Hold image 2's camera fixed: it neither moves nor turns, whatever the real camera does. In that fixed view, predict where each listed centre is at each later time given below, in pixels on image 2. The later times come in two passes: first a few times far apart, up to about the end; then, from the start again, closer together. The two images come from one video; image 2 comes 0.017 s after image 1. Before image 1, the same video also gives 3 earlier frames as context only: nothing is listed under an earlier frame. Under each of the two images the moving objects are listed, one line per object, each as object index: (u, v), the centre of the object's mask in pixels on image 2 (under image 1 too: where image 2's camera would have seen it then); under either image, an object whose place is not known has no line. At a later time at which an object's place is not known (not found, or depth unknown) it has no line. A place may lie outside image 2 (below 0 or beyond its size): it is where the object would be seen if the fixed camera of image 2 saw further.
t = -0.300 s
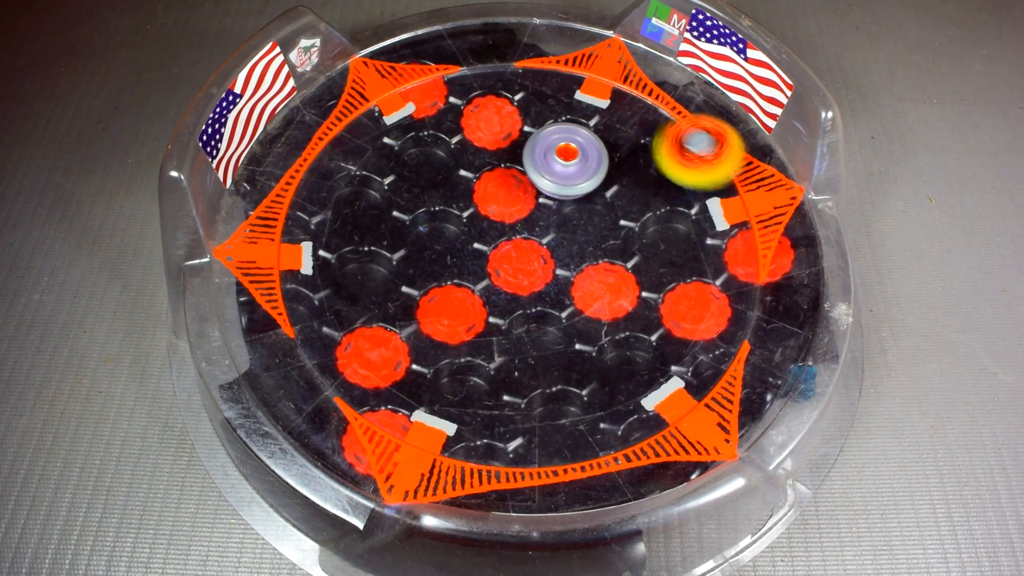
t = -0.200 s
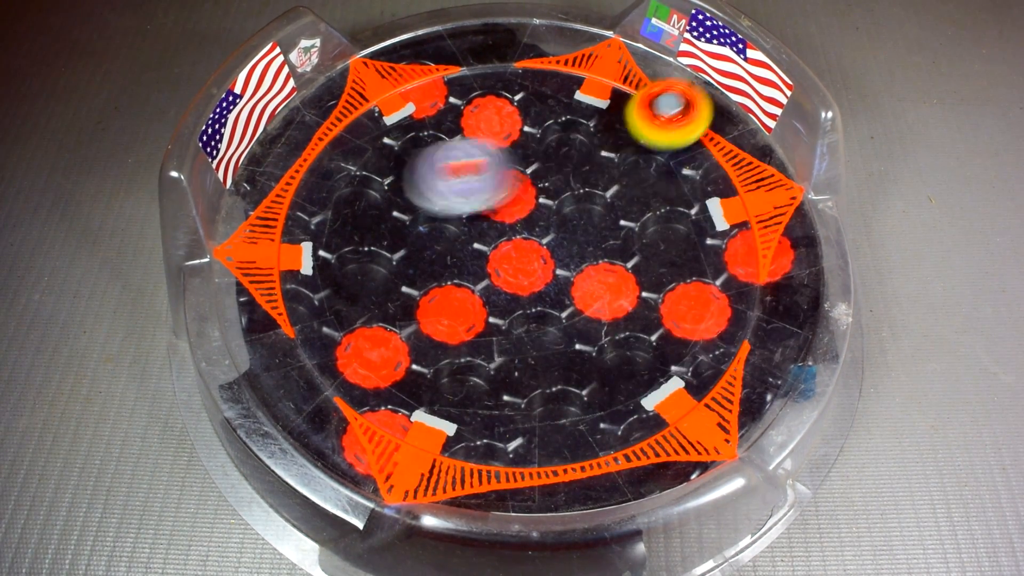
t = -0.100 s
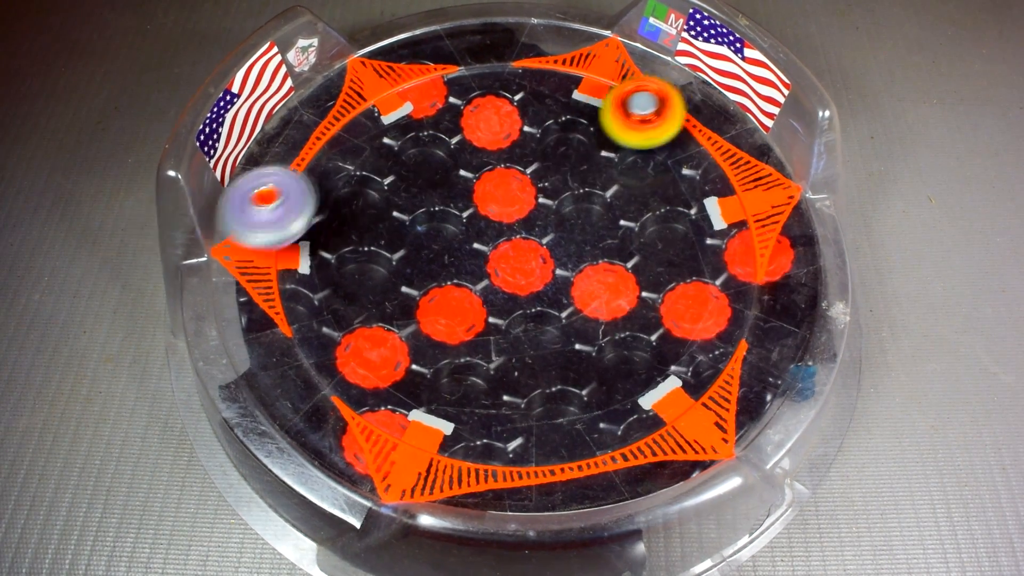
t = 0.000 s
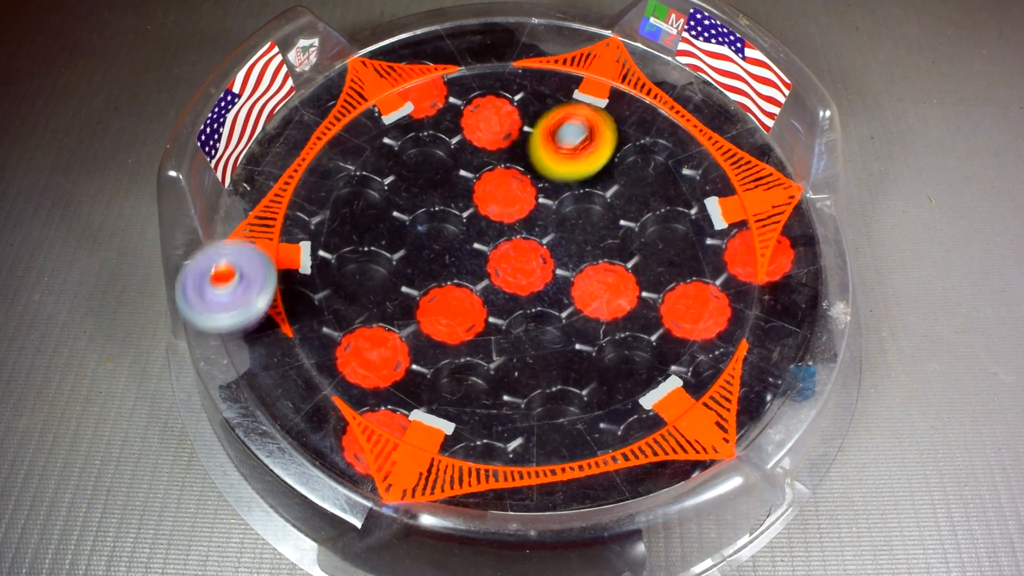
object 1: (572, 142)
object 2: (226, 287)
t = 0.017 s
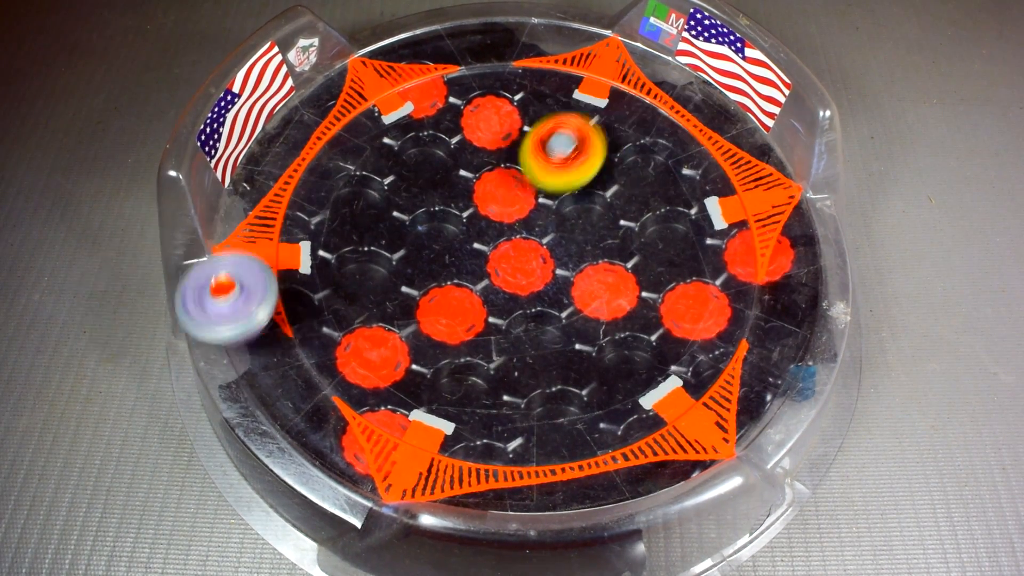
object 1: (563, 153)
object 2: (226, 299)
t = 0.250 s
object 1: (634, 315)
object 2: (326, 379)
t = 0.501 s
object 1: (719, 232)
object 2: (516, 365)
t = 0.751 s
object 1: (527, 267)
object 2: (600, 338)
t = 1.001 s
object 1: (401, 405)
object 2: (807, 262)
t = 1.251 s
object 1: (447, 388)
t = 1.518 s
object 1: (377, 360)
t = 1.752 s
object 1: (452, 300)
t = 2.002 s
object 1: (406, 158)
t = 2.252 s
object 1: (361, 179)
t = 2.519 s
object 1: (562, 183)
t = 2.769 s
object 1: (569, 68)
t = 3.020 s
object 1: (530, 185)
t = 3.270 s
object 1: (690, 256)
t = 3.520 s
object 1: (716, 232)
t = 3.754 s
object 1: (618, 316)
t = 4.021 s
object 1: (659, 385)
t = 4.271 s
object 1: (568, 310)
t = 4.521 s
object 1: (431, 273)
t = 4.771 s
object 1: (407, 316)
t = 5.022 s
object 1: (548, 242)
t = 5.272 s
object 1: (504, 121)
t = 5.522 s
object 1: (435, 205)
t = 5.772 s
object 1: (593, 266)
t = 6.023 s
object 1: (690, 174)
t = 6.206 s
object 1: (608, 166)
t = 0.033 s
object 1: (555, 165)
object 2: (229, 309)
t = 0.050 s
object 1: (550, 179)
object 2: (233, 318)
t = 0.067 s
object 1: (547, 193)
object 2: (237, 326)
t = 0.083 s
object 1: (547, 207)
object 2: (243, 333)
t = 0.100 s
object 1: (549, 221)
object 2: (248, 340)
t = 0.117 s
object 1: (555, 235)
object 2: (256, 345)
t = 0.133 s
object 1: (562, 247)
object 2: (263, 350)
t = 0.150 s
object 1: (571, 259)
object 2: (271, 355)
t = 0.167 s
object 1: (581, 269)
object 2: (279, 360)
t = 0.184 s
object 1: (591, 280)
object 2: (288, 365)
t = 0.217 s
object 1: (609, 299)
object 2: (306, 372)
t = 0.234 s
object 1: (620, 307)
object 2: (316, 376)
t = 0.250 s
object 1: (634, 315)
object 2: (326, 379)
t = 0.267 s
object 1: (649, 319)
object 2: (339, 382)
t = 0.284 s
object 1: (664, 322)
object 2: (353, 386)
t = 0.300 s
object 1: (680, 323)
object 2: (368, 389)
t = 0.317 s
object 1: (694, 323)
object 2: (382, 391)
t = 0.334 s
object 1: (708, 320)
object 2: (398, 391)
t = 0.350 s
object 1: (722, 317)
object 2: (412, 390)
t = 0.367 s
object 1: (737, 312)
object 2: (426, 390)
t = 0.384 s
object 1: (745, 303)
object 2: (439, 388)
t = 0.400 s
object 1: (743, 287)
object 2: (452, 386)
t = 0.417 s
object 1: (741, 275)
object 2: (464, 383)
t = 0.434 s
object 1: (740, 265)
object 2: (476, 380)
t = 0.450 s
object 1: (739, 256)
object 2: (486, 377)
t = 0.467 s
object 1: (735, 247)
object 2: (497, 373)
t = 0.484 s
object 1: (728, 238)
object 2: (507, 370)
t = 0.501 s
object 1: (719, 232)
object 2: (516, 365)
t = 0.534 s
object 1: (694, 220)
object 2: (532, 357)
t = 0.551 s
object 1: (679, 218)
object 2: (539, 353)
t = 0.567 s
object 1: (663, 216)
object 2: (546, 349)
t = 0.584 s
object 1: (648, 216)
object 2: (552, 345)
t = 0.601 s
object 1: (632, 217)
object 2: (557, 341)
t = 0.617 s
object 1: (616, 220)
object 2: (563, 336)
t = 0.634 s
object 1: (601, 225)
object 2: (568, 333)
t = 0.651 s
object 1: (587, 230)
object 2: (572, 329)
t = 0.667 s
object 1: (575, 237)
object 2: (576, 325)
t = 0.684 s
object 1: (562, 244)
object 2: (580, 322)
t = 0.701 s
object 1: (550, 249)
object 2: (586, 326)
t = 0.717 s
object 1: (541, 252)
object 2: (591, 331)
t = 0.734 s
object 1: (533, 258)
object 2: (596, 335)
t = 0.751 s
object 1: (527, 267)
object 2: (600, 338)
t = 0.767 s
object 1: (522, 278)
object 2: (604, 339)
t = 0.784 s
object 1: (518, 291)
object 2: (608, 339)
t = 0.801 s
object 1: (516, 303)
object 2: (612, 337)
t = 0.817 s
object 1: (517, 316)
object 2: (616, 336)
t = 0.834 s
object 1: (520, 328)
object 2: (595, 336)
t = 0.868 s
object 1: (491, 345)
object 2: (641, 335)
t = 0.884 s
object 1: (471, 352)
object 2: (674, 327)
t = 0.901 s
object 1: (453, 359)
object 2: (712, 322)
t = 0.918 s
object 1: (437, 367)
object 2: (735, 308)
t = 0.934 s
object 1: (425, 374)
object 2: (755, 300)
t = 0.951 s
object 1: (415, 382)
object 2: (775, 291)
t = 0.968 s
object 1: (408, 390)
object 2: (791, 285)
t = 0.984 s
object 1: (403, 398)
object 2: (803, 272)
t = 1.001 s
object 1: (401, 405)
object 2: (807, 262)
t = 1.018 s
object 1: (403, 411)
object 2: (810, 252)
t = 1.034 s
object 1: (413, 412)
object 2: (814, 241)
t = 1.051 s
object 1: (428, 413)
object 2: (815, 235)
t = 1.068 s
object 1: (441, 414)
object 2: (819, 229)
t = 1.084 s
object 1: (452, 414)
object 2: (822, 224)
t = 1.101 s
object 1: (462, 414)
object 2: (824, 218)
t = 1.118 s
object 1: (468, 413)
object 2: (826, 212)
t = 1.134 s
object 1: (473, 411)
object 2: (829, 209)
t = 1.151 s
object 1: (475, 410)
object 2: (832, 208)
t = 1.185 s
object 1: (471, 404)
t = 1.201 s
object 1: (467, 401)
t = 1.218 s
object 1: (461, 397)
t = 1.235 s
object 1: (454, 393)
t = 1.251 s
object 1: (447, 388)
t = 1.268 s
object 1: (441, 384)
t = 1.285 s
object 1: (435, 379)
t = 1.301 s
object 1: (429, 376)
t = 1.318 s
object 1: (423, 372)
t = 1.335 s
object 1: (417, 368)
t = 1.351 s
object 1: (411, 365)
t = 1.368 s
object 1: (405, 363)
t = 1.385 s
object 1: (399, 361)
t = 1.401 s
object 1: (393, 359)
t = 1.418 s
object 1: (389, 359)
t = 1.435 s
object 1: (385, 359)
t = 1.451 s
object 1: (382, 359)
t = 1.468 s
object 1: (379, 359)
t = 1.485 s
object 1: (377, 360)
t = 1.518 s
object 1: (377, 360)
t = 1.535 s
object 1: (377, 359)
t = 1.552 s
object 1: (379, 359)
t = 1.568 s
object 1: (382, 357)
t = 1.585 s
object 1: (385, 356)
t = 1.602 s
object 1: (389, 354)
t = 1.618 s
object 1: (395, 351)
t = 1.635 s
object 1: (403, 348)
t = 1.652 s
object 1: (411, 344)
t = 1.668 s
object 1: (420, 339)
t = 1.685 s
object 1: (428, 334)
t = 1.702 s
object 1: (437, 325)
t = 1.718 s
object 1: (443, 317)
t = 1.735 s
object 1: (448, 308)
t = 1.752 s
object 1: (452, 300)
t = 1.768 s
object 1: (456, 290)
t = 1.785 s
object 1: (459, 280)
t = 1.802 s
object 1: (462, 269)
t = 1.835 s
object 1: (464, 246)
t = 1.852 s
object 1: (463, 234)
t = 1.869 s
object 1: (460, 223)
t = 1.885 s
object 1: (456, 212)
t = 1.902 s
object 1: (451, 202)
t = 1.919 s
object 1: (445, 193)
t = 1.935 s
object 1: (438, 184)
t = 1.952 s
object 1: (430, 176)
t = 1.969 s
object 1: (423, 169)
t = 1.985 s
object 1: (414, 163)
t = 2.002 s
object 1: (406, 158)
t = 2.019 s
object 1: (397, 154)
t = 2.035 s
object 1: (387, 151)
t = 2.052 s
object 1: (379, 150)
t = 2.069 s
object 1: (370, 149)
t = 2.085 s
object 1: (361, 148)
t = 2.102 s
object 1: (354, 148)
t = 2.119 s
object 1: (348, 148)
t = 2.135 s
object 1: (344, 149)
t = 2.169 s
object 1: (341, 155)
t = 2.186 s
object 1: (342, 158)
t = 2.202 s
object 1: (345, 163)
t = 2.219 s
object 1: (349, 167)
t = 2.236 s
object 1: (354, 173)
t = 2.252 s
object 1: (361, 179)
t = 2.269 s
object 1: (369, 186)
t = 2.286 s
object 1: (379, 193)
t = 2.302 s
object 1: (391, 200)
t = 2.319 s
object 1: (404, 206)
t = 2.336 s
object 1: (418, 210)
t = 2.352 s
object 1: (432, 214)
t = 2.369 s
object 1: (447, 216)
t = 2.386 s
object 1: (462, 216)
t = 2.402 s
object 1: (476, 215)
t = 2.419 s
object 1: (491, 212)
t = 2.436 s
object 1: (504, 208)
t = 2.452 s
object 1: (515, 204)
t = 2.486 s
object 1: (540, 195)
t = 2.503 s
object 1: (552, 190)
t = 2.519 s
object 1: (562, 183)
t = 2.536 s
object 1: (572, 176)
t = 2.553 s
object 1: (579, 168)
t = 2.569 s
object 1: (585, 160)
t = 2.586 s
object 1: (590, 150)
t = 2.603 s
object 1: (593, 141)
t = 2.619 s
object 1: (596, 133)
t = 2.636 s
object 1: (597, 123)
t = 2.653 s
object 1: (596, 114)
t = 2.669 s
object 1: (595, 106)
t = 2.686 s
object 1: (593, 98)
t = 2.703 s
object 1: (590, 90)
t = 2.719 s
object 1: (586, 82)
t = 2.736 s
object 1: (581, 76)
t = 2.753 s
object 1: (575, 70)
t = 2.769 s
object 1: (569, 68)
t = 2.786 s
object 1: (564, 67)
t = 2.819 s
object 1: (551, 71)
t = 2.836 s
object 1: (544, 75)
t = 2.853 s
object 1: (538, 81)
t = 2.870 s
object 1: (532, 88)
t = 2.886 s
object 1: (526, 98)
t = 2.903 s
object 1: (521, 107)
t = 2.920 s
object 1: (518, 118)
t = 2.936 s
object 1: (516, 128)
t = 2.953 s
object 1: (516, 141)
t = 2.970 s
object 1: (517, 153)
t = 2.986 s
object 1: (519, 163)
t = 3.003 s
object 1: (524, 174)
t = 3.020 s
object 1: (530, 185)
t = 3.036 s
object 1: (538, 196)
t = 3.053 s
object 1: (547, 207)
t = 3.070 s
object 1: (555, 217)
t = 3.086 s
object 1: (565, 226)
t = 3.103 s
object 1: (574, 233)
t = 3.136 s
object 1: (595, 246)
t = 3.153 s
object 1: (606, 250)
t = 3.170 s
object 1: (618, 253)
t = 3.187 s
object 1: (631, 255)
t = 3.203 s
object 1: (644, 256)
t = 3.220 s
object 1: (657, 257)
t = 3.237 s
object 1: (669, 257)
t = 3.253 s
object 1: (680, 256)
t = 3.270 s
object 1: (690, 256)
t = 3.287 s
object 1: (701, 253)
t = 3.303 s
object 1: (711, 251)
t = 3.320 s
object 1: (721, 249)
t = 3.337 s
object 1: (730, 247)
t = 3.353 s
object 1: (738, 245)
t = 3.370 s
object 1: (744, 243)
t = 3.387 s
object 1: (750, 241)
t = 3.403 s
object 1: (753, 240)
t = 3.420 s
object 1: (749, 236)
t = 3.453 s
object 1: (740, 232)
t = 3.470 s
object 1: (735, 232)
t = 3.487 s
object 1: (730, 231)
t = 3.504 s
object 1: (723, 232)
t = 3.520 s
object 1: (716, 232)
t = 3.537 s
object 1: (708, 233)
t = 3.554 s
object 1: (700, 236)
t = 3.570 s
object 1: (690, 238)
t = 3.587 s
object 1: (681, 241)
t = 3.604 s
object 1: (672, 245)
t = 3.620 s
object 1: (662, 250)
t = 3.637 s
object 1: (653, 256)
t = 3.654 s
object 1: (644, 262)
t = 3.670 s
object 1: (636, 269)
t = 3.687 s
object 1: (630, 277)
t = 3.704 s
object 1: (625, 285)
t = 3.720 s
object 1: (621, 295)
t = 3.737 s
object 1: (618, 305)
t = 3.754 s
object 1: (618, 316)
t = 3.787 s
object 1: (618, 336)
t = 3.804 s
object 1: (620, 345)
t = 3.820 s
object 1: (623, 353)
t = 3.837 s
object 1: (627, 360)
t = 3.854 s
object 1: (631, 368)
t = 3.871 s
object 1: (635, 376)
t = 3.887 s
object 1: (639, 383)
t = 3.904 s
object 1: (643, 390)
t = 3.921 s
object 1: (647, 395)
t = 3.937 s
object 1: (652, 400)
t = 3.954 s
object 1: (656, 403)
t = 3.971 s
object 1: (659, 404)
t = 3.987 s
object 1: (660, 396)
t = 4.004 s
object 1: (660, 390)
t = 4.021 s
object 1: (659, 385)
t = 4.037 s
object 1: (658, 381)
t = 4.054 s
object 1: (655, 376)
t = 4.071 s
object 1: (651, 371)
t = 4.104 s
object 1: (642, 361)
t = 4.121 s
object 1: (637, 356)
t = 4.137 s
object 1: (631, 351)
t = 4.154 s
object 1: (626, 346)
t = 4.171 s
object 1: (619, 341)
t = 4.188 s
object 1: (612, 335)
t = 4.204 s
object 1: (605, 331)
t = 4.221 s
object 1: (596, 324)
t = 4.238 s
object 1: (587, 320)
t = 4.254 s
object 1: (578, 315)
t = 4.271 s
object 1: (568, 310)
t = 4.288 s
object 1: (557, 305)
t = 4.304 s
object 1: (547, 300)
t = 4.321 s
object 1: (536, 295)
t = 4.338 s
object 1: (525, 291)
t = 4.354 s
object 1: (515, 288)
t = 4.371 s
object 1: (504, 286)
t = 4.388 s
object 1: (493, 284)
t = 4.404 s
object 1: (483, 283)
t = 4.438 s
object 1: (467, 280)
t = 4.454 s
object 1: (459, 279)
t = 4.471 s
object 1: (453, 278)
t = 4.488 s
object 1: (446, 276)
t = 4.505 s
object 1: (438, 274)
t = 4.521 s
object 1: (431, 273)
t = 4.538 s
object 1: (422, 272)
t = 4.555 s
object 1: (413, 272)
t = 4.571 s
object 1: (404, 273)
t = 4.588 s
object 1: (396, 275)
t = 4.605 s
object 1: (389, 279)
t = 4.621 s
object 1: (384, 284)
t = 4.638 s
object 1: (379, 289)
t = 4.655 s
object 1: (376, 295)
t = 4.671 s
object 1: (375, 300)
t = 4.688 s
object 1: (376, 305)
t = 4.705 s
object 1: (378, 308)
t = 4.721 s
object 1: (382, 311)
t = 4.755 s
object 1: (396, 315)
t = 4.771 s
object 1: (407, 316)
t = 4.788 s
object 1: (418, 316)
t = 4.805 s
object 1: (431, 315)
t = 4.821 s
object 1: (441, 314)
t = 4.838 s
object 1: (453, 311)
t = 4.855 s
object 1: (465, 308)
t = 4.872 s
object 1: (476, 305)
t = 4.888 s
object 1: (489, 301)
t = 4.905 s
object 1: (501, 295)
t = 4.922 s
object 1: (510, 289)
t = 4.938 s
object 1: (519, 279)
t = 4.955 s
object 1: (525, 271)
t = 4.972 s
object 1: (531, 263)
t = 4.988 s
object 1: (536, 255)
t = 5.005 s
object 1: (542, 249)
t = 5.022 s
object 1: (548, 242)
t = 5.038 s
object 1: (554, 234)
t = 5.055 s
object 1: (560, 225)
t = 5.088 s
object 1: (563, 205)
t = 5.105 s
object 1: (563, 196)
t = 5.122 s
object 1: (561, 186)
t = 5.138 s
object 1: (557, 176)
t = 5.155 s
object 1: (553, 167)
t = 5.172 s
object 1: (549, 159)
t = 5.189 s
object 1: (544, 150)
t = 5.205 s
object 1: (537, 143)
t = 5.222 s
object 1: (530, 135)
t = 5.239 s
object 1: (522, 129)
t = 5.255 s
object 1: (514, 124)
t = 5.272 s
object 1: (504, 121)
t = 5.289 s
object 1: (496, 119)
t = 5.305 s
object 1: (488, 120)
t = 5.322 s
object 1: (478, 121)
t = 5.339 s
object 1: (468, 124)
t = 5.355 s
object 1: (457, 127)
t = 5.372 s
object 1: (447, 131)
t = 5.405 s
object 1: (432, 142)
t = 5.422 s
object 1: (426, 149)
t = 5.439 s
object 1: (423, 157)
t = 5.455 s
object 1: (422, 166)
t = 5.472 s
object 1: (423, 176)
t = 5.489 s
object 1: (425, 185)
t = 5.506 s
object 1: (430, 195)
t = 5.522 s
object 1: (435, 205)
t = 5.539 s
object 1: (442, 214)
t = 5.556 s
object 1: (451, 222)
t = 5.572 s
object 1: (461, 229)
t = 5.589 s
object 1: (472, 236)
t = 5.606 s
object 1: (483, 241)
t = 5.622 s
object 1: (494, 246)
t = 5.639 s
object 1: (504, 250)
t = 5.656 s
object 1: (513, 253)
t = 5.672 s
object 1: (522, 257)
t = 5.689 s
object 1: (532, 261)
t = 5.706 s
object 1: (544, 264)
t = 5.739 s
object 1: (570, 268)
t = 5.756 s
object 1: (582, 268)
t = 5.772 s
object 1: (593, 266)
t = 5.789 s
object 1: (604, 264)
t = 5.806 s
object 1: (614, 260)
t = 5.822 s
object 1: (625, 255)
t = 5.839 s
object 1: (636, 250)
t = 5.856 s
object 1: (647, 243)
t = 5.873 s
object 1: (656, 237)
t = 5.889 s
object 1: (664, 231)
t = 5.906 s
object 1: (671, 224)
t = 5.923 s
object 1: (677, 217)
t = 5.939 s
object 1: (682, 209)
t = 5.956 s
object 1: (686, 202)
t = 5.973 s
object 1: (689, 194)
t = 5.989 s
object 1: (690, 188)
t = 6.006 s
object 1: (691, 181)
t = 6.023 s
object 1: (690, 174)
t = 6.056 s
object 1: (684, 164)
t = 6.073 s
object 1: (679, 160)
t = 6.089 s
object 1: (673, 158)
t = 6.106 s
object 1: (665, 155)
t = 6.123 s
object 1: (657, 154)
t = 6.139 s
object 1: (648, 154)
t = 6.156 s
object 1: (638, 155)
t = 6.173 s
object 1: (628, 158)
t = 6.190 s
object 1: (618, 162)
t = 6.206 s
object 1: (608, 166)
